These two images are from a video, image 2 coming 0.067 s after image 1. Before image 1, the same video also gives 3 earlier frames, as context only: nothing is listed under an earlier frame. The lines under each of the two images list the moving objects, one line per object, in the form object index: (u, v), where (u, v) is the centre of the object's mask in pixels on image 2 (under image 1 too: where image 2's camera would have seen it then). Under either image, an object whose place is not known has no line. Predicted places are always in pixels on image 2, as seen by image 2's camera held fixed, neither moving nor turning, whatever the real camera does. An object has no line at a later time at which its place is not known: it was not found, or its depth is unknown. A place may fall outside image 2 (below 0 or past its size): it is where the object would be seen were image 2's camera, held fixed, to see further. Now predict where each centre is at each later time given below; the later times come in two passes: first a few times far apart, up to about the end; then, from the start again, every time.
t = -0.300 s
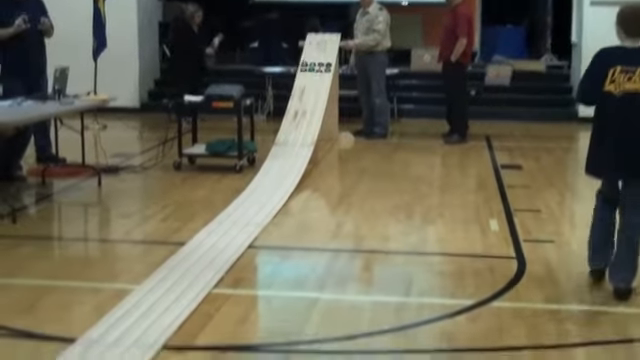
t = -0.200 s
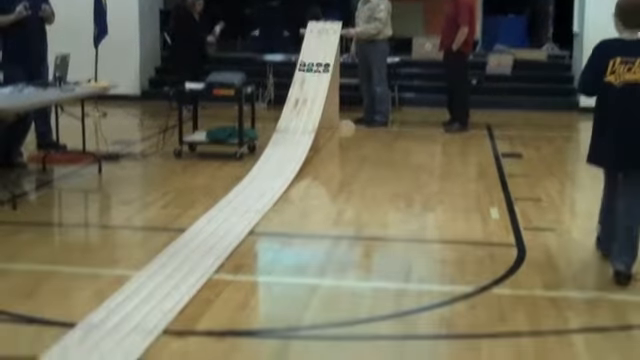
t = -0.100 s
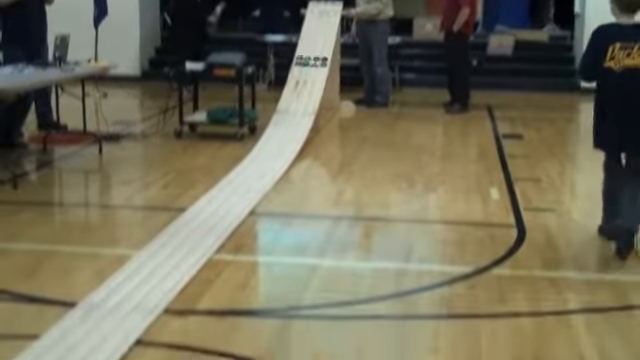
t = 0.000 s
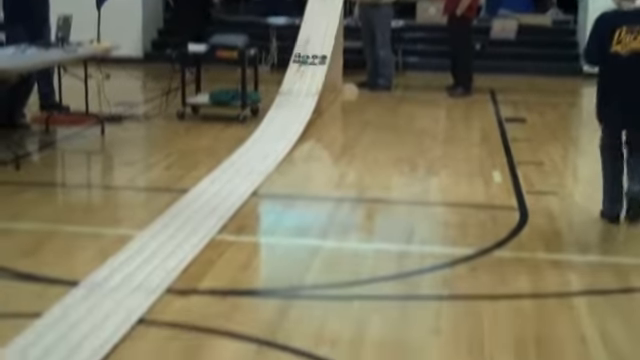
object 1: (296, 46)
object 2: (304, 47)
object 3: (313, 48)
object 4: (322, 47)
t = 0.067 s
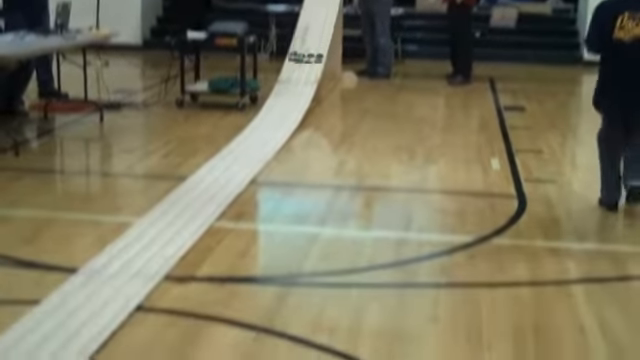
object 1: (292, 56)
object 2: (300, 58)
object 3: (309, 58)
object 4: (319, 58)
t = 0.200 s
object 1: (284, 77)
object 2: (292, 80)
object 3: (302, 80)
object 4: (311, 80)
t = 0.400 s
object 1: (267, 106)
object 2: (275, 110)
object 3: (286, 111)
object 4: (296, 111)
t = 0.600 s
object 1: (249, 131)
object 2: (256, 135)
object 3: (267, 136)
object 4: (278, 136)
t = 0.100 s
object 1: (290, 61)
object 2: (298, 63)
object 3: (307, 64)
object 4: (316, 64)
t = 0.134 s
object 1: (288, 66)
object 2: (296, 69)
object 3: (306, 69)
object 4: (315, 69)
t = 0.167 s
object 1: (286, 72)
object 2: (294, 75)
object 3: (304, 75)
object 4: (313, 75)
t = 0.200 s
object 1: (284, 77)
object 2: (292, 80)
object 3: (302, 80)
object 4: (311, 80)
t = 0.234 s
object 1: (282, 82)
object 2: (289, 85)
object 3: (300, 86)
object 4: (309, 86)
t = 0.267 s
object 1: (278, 87)
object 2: (286, 90)
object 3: (297, 91)
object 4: (307, 91)
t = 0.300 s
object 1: (276, 92)
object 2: (284, 95)
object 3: (294, 96)
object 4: (304, 96)
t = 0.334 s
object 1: (273, 97)
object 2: (281, 100)
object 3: (292, 101)
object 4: (302, 101)
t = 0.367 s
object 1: (270, 101)
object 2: (278, 105)
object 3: (289, 106)
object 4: (299, 106)
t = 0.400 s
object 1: (267, 106)
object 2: (275, 110)
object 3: (286, 111)
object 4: (296, 111)
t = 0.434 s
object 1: (265, 111)
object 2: (272, 115)
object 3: (283, 116)
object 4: (294, 115)
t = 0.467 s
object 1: (262, 115)
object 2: (269, 119)
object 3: (280, 120)
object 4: (291, 120)
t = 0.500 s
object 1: (258, 120)
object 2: (266, 124)
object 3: (277, 124)
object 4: (288, 124)
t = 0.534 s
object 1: (255, 123)
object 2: (262, 127)
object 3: (274, 128)
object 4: (285, 128)
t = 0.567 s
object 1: (252, 127)
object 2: (259, 131)
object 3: (271, 132)
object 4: (282, 132)
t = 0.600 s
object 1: (249, 131)
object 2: (256, 135)
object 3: (267, 136)
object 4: (278, 136)
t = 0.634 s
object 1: (245, 134)
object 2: (252, 139)
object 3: (264, 140)
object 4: (275, 141)
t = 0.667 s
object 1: (241, 138)
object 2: (248, 143)
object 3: (260, 144)
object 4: (271, 144)
